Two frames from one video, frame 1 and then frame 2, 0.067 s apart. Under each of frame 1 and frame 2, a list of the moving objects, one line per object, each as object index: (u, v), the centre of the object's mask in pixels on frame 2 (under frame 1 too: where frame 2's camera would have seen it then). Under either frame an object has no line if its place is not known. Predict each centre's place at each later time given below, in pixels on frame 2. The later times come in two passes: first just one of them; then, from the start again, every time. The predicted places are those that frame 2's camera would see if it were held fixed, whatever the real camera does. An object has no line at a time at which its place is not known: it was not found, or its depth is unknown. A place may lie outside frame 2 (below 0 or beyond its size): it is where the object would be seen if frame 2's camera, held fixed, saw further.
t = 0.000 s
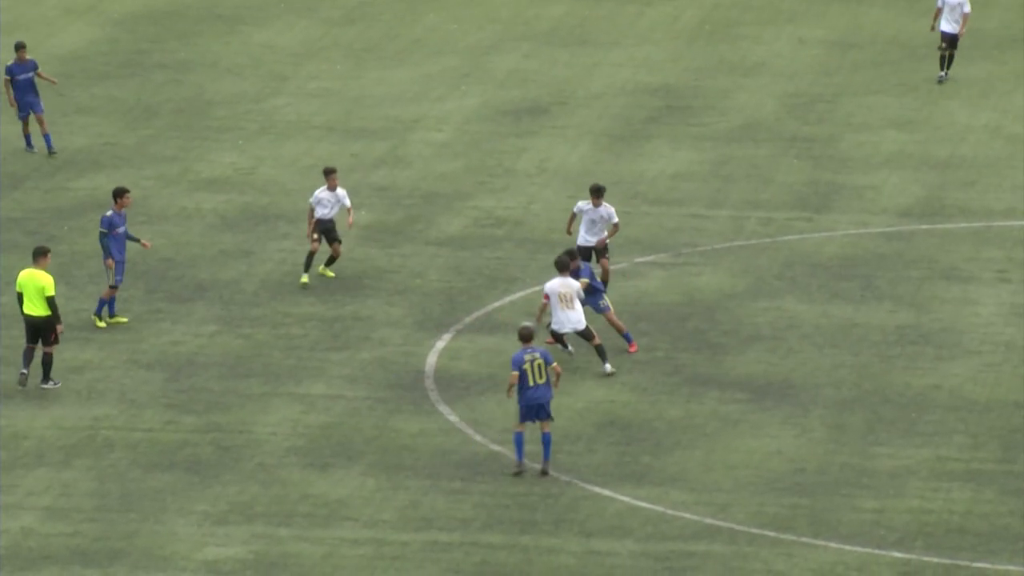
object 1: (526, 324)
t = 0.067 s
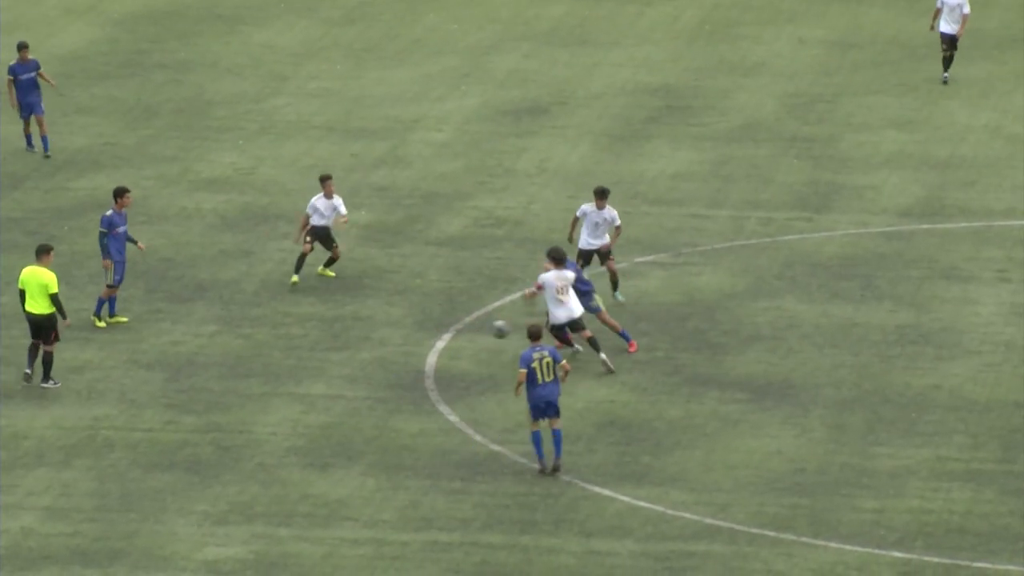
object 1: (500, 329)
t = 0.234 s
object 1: (435, 341)
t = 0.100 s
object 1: (487, 329)
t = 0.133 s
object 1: (473, 332)
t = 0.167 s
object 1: (461, 333)
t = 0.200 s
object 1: (448, 337)
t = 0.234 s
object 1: (435, 341)
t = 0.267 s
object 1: (423, 346)
